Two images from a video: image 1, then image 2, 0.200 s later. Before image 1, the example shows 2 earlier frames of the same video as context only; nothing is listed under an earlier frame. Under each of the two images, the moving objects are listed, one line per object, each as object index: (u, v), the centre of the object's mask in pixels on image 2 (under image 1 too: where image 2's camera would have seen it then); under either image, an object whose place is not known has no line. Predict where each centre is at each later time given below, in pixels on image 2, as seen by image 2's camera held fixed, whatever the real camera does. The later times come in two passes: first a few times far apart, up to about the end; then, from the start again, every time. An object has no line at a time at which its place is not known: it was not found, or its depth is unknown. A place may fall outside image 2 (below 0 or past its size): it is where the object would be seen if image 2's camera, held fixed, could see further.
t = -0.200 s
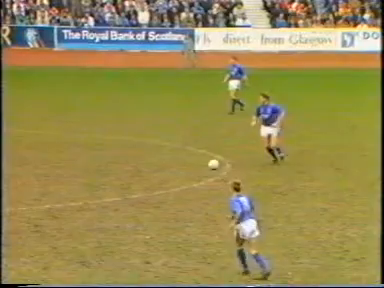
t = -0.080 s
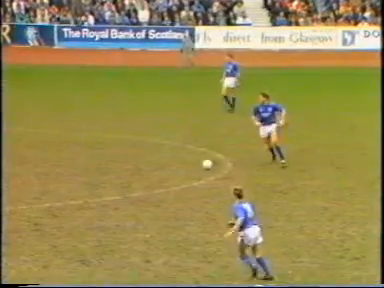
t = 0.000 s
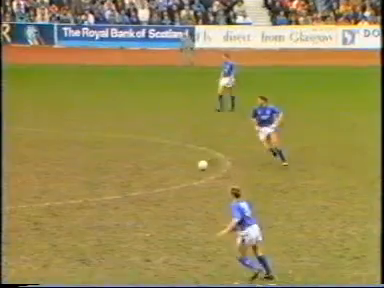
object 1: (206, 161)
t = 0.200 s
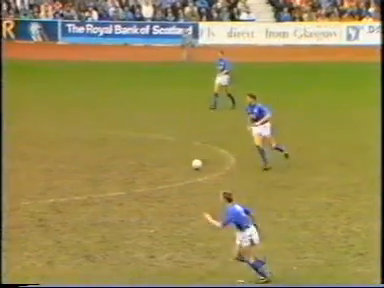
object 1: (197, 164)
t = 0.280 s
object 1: (192, 166)
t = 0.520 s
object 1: (179, 169)
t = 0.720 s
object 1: (168, 173)
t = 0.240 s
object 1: (194, 165)
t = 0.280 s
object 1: (192, 166)
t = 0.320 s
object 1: (189, 167)
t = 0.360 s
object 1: (187, 167)
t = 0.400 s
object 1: (185, 168)
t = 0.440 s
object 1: (183, 168)
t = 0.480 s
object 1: (181, 169)
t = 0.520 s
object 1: (179, 169)
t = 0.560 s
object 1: (177, 169)
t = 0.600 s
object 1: (175, 170)
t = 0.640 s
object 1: (172, 172)
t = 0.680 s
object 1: (170, 172)
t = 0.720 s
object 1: (168, 173)
